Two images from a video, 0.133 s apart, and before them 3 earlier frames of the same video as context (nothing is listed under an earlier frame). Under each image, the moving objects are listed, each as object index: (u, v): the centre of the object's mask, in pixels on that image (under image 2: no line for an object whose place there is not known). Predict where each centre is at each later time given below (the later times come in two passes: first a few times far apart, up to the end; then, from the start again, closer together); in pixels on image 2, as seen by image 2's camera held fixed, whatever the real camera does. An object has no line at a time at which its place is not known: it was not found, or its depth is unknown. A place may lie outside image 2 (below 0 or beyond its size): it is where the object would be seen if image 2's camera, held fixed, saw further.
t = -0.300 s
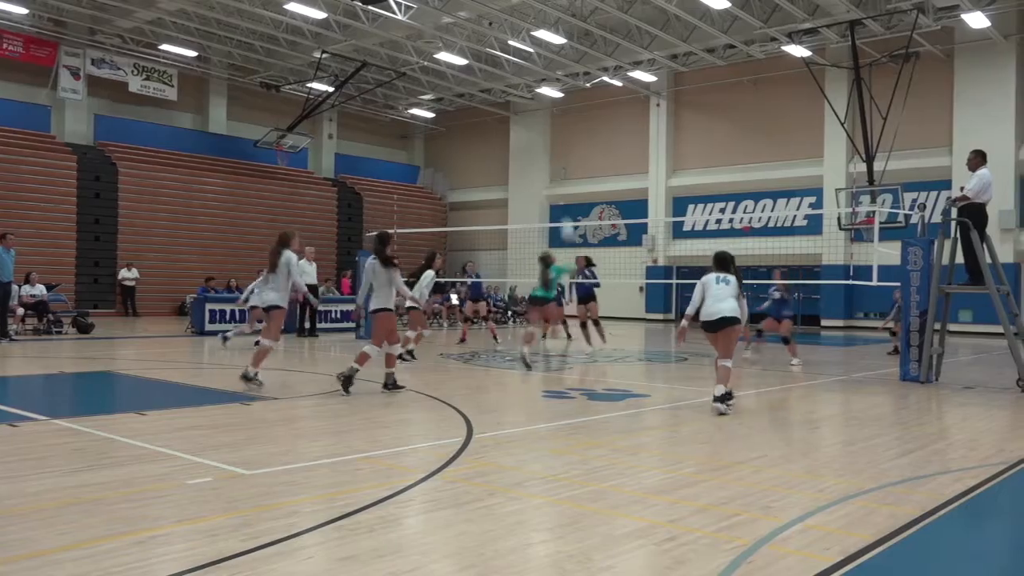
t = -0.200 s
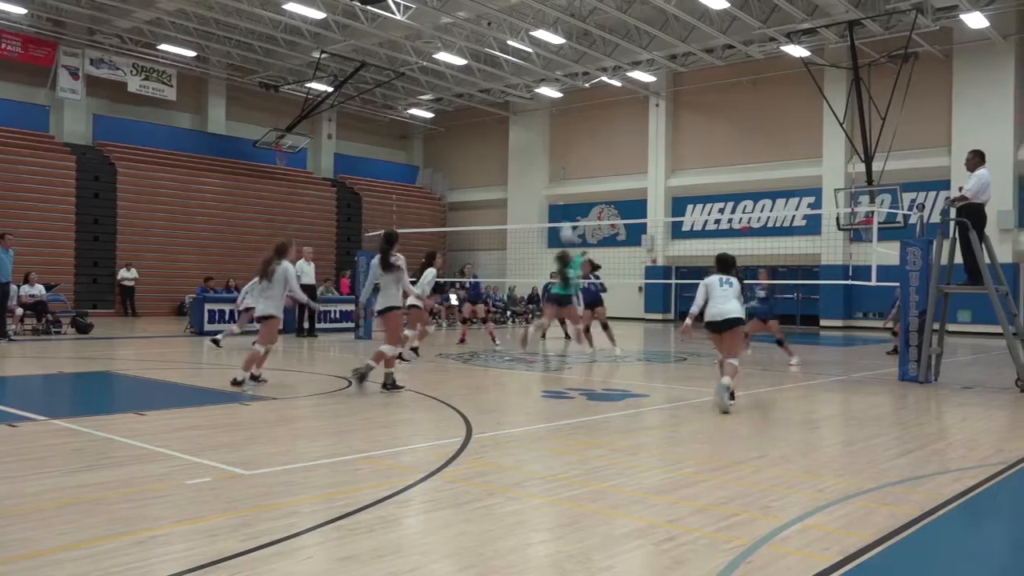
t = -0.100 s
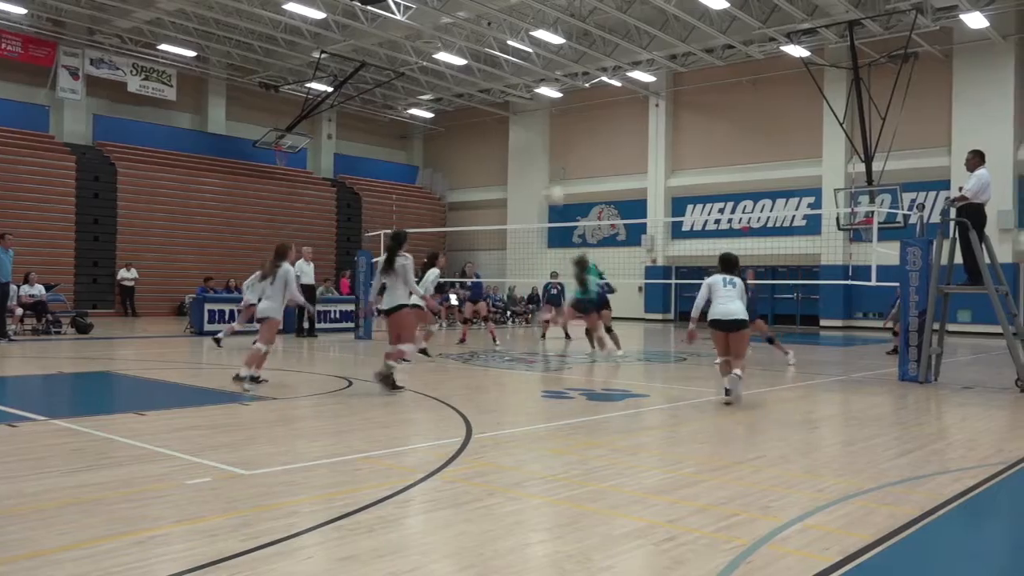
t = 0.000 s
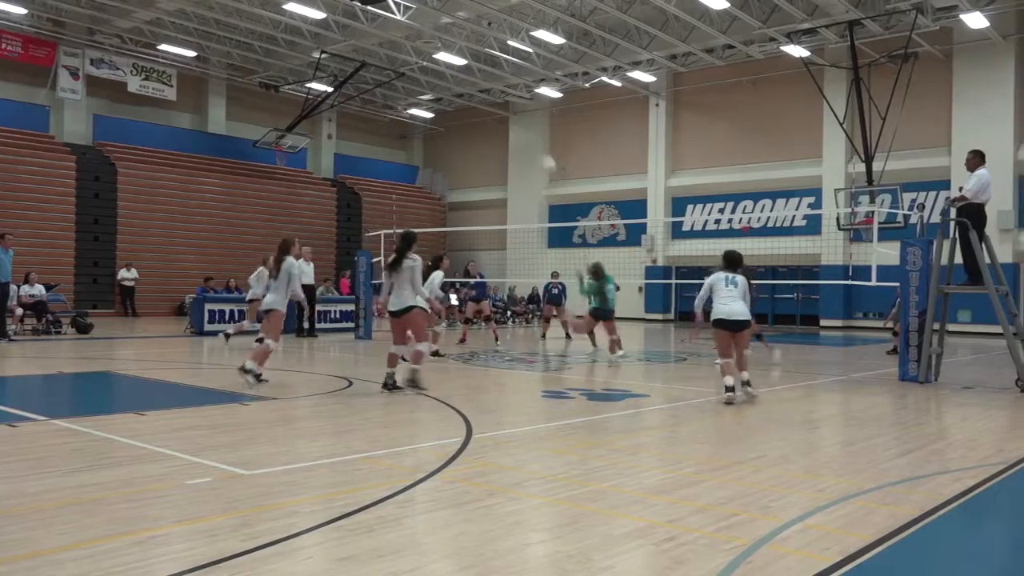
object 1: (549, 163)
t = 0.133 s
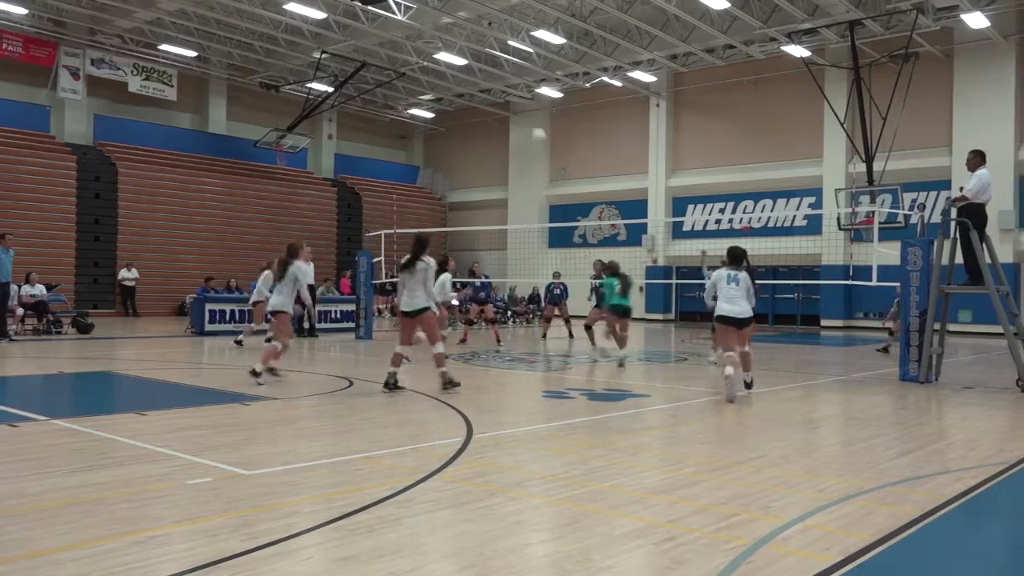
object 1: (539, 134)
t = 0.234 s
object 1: (530, 120)
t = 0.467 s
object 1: (511, 114)
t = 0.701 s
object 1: (492, 141)
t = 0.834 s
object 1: (482, 171)
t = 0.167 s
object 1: (535, 128)
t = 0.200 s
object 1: (532, 123)
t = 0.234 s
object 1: (530, 120)
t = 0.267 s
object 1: (527, 116)
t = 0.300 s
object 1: (525, 116)
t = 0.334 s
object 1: (522, 114)
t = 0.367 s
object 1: (519, 113)
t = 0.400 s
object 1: (517, 113)
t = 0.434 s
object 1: (514, 113)
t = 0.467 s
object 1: (511, 114)
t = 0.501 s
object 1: (508, 116)
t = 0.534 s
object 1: (505, 118)
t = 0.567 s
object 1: (503, 121)
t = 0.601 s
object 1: (500, 125)
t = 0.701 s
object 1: (492, 141)
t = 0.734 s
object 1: (490, 147)
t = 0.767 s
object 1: (487, 155)
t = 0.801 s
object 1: (484, 162)
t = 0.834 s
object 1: (482, 171)
